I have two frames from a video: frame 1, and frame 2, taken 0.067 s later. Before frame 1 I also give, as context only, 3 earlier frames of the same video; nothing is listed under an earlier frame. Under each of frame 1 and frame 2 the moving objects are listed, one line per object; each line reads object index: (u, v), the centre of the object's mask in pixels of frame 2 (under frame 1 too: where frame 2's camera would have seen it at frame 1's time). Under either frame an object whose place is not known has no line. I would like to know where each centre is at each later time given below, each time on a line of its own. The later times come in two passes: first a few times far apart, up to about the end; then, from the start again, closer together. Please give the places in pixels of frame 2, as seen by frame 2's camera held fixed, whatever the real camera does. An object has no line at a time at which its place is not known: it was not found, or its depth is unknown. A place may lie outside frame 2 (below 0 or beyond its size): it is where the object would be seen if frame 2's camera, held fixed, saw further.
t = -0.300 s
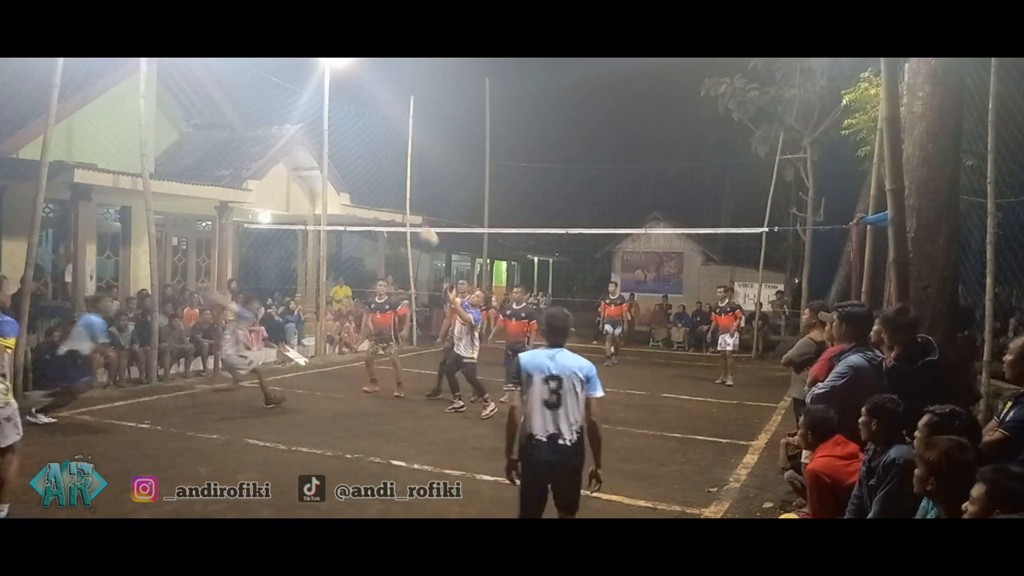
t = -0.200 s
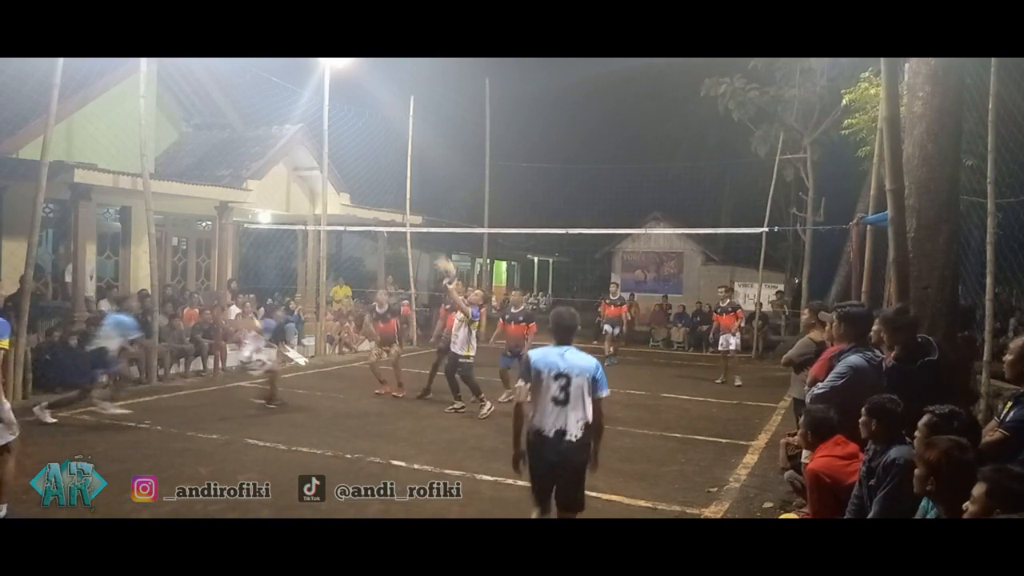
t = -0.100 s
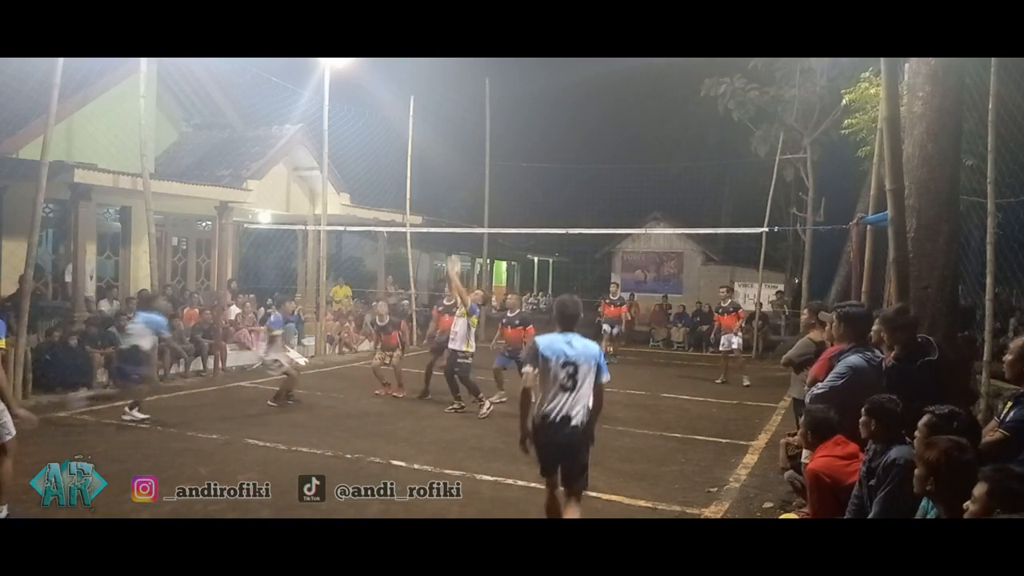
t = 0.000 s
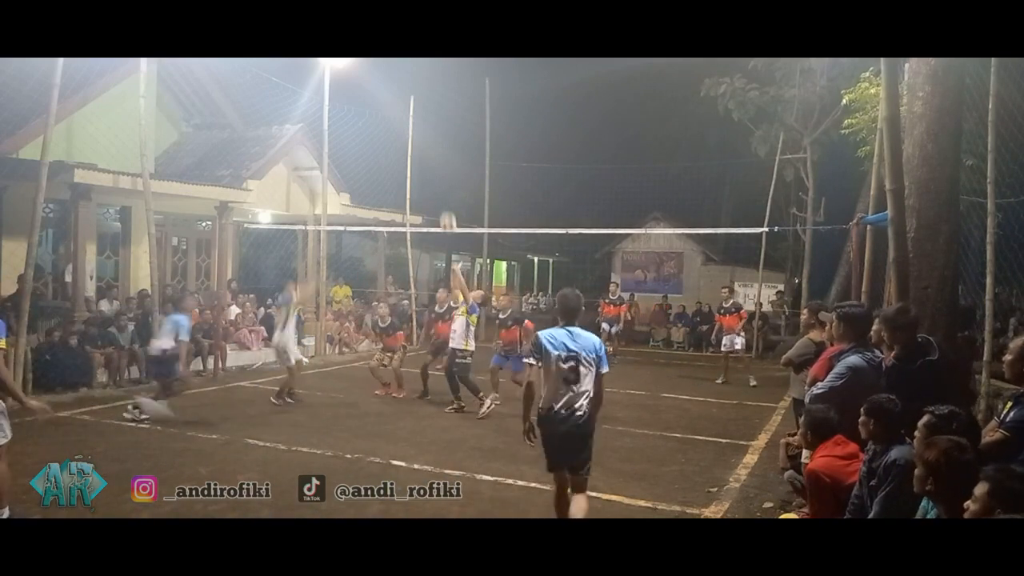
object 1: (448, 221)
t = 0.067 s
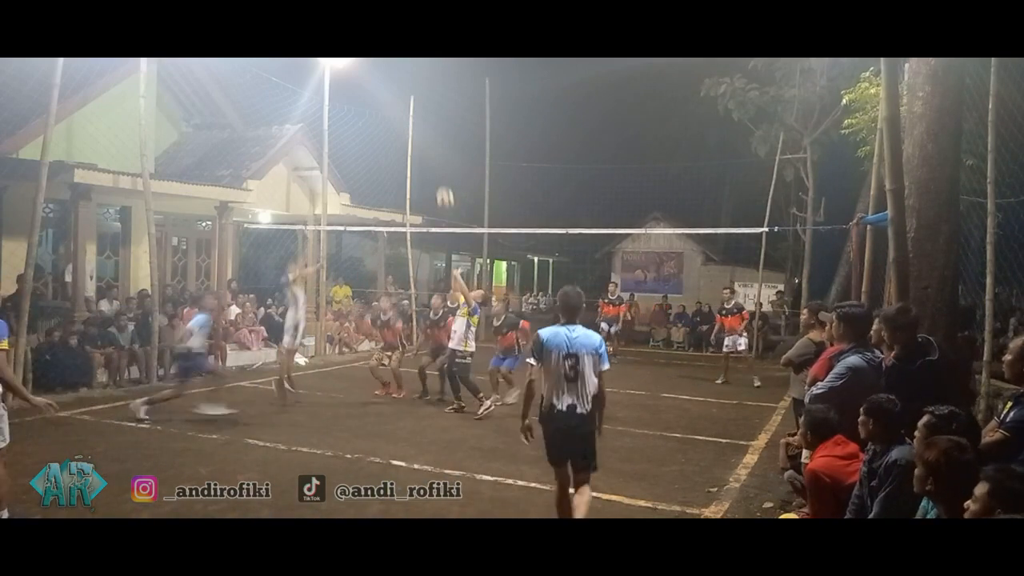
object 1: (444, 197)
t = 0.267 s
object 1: (435, 141)
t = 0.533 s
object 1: (422, 115)
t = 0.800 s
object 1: (408, 144)
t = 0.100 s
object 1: (443, 186)
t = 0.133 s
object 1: (442, 175)
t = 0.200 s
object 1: (439, 157)
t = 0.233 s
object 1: (437, 149)
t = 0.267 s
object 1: (435, 141)
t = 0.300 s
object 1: (434, 135)
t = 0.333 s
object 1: (432, 130)
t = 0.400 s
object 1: (429, 121)
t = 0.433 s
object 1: (427, 118)
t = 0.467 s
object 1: (426, 117)
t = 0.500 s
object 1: (424, 116)
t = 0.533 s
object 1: (422, 115)
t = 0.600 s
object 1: (419, 117)
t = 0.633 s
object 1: (418, 118)
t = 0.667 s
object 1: (416, 122)
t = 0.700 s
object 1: (414, 125)
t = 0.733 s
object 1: (412, 131)
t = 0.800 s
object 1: (408, 144)
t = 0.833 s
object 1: (407, 151)
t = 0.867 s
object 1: (405, 158)
